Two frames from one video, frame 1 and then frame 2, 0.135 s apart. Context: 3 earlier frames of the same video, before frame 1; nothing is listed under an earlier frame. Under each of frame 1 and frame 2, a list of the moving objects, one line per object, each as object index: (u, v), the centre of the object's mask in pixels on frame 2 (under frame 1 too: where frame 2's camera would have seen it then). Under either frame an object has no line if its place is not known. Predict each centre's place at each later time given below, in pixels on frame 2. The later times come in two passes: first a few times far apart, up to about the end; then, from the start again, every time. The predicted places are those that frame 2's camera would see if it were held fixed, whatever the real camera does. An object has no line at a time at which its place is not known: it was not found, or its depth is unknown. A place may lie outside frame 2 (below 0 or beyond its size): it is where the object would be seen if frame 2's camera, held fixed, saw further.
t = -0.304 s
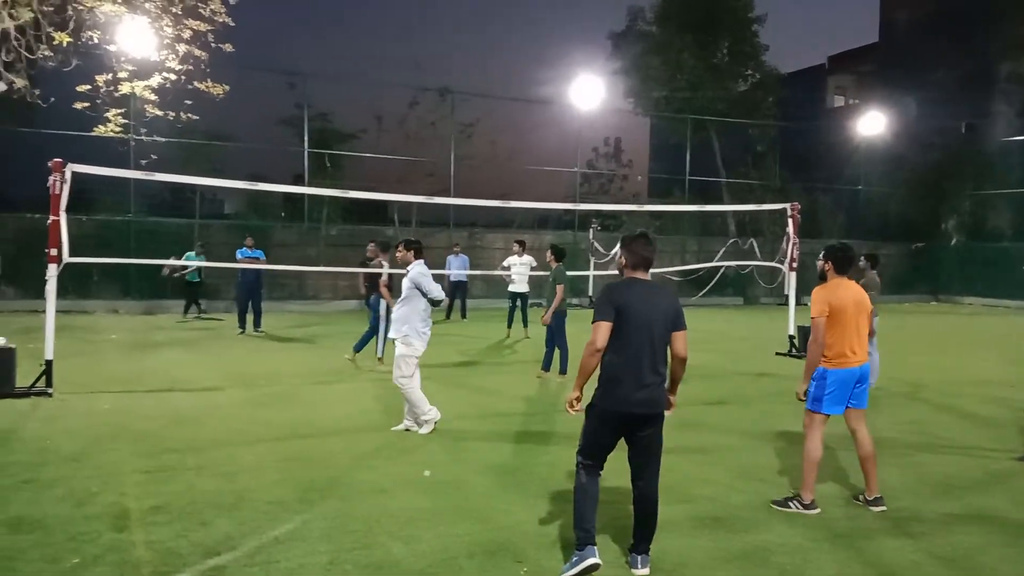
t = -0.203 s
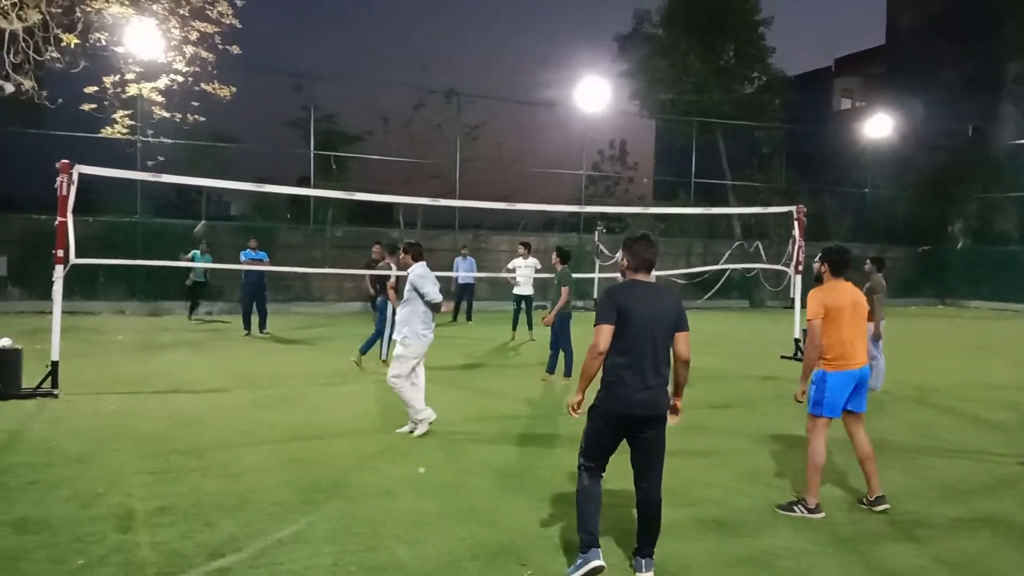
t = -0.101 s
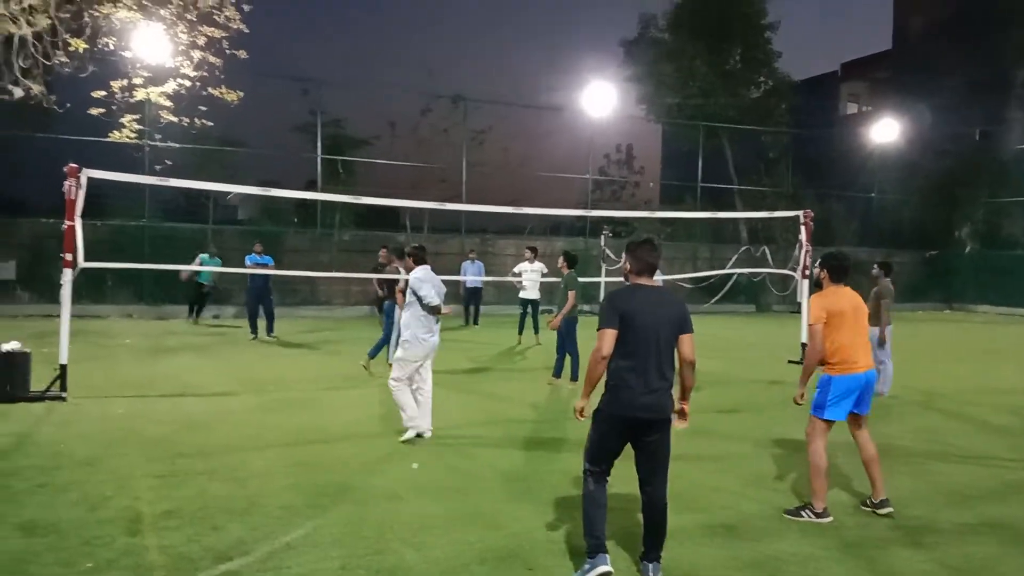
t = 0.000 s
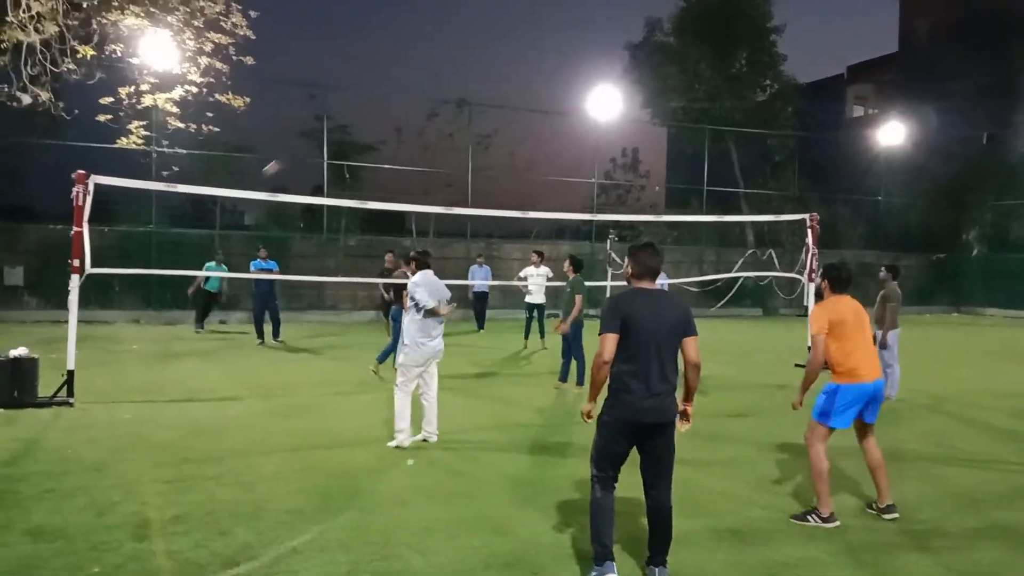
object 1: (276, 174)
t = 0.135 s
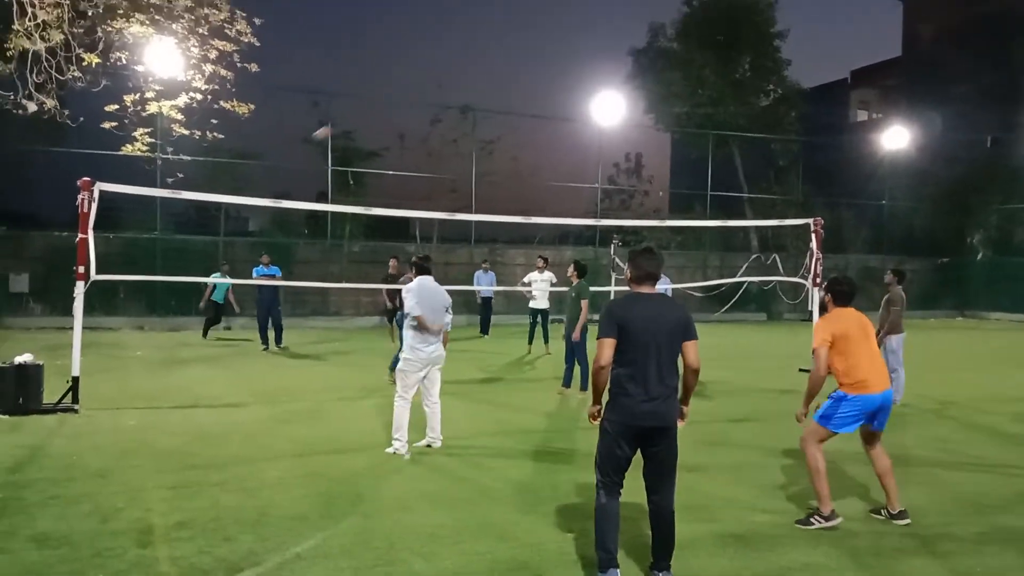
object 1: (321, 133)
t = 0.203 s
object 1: (346, 115)
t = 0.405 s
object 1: (431, 68)
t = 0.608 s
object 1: (535, 39)
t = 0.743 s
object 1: (617, 38)
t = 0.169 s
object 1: (334, 124)
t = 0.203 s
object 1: (346, 115)
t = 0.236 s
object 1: (360, 106)
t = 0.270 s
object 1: (374, 97)
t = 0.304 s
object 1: (387, 88)
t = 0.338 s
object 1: (402, 81)
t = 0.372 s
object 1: (416, 74)
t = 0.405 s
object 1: (431, 68)
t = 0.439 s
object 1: (448, 61)
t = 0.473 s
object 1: (465, 55)
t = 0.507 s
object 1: (482, 51)
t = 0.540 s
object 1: (499, 46)
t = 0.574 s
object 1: (517, 42)
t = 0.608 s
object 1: (535, 39)
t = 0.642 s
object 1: (556, 37)
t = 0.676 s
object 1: (575, 36)
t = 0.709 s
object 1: (596, 37)
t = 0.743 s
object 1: (617, 38)
